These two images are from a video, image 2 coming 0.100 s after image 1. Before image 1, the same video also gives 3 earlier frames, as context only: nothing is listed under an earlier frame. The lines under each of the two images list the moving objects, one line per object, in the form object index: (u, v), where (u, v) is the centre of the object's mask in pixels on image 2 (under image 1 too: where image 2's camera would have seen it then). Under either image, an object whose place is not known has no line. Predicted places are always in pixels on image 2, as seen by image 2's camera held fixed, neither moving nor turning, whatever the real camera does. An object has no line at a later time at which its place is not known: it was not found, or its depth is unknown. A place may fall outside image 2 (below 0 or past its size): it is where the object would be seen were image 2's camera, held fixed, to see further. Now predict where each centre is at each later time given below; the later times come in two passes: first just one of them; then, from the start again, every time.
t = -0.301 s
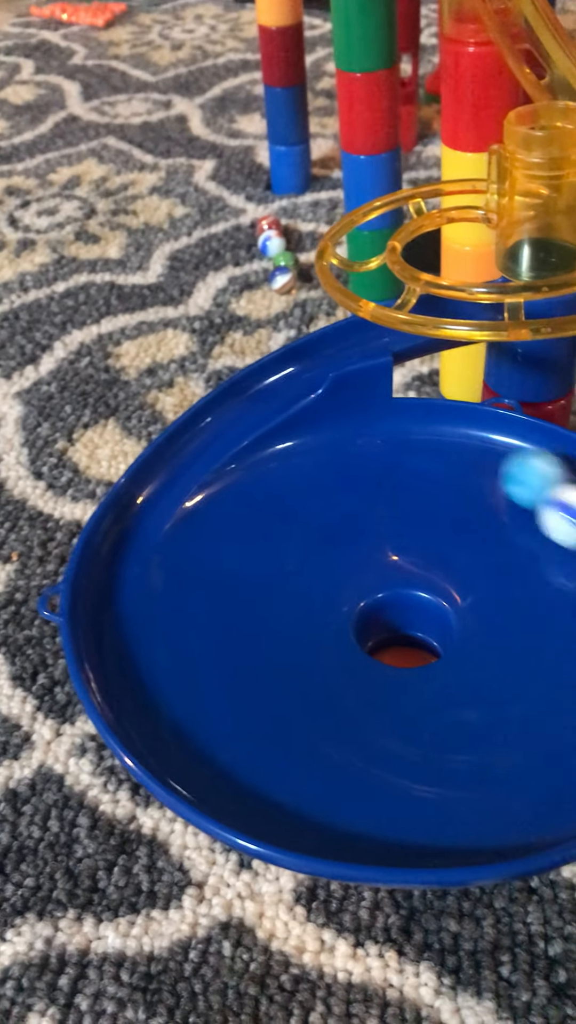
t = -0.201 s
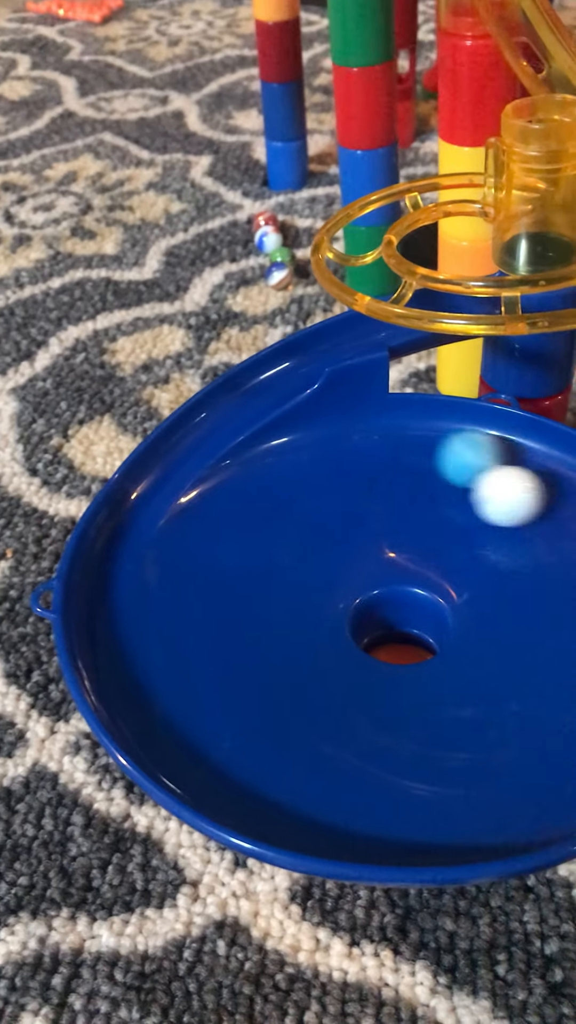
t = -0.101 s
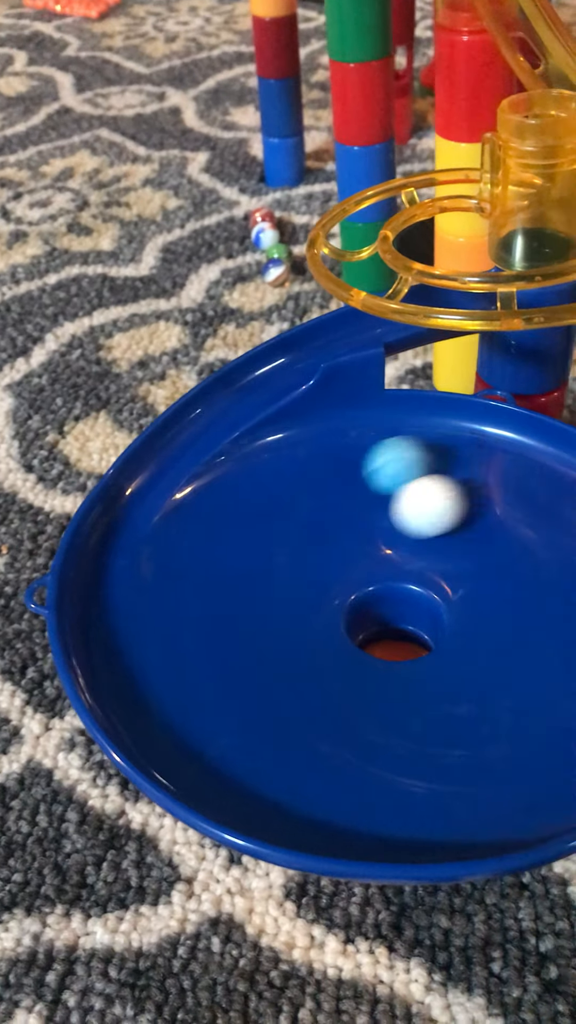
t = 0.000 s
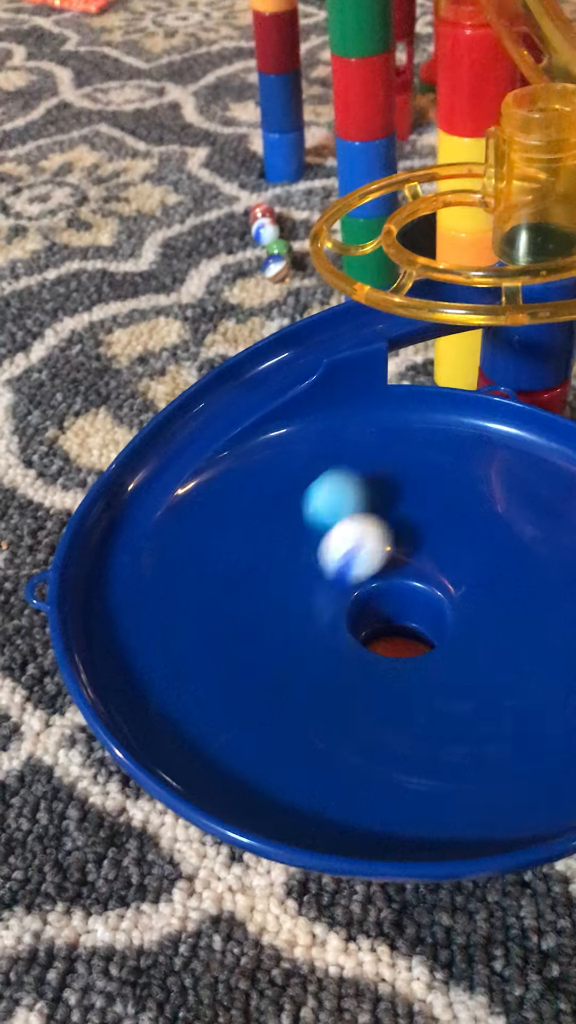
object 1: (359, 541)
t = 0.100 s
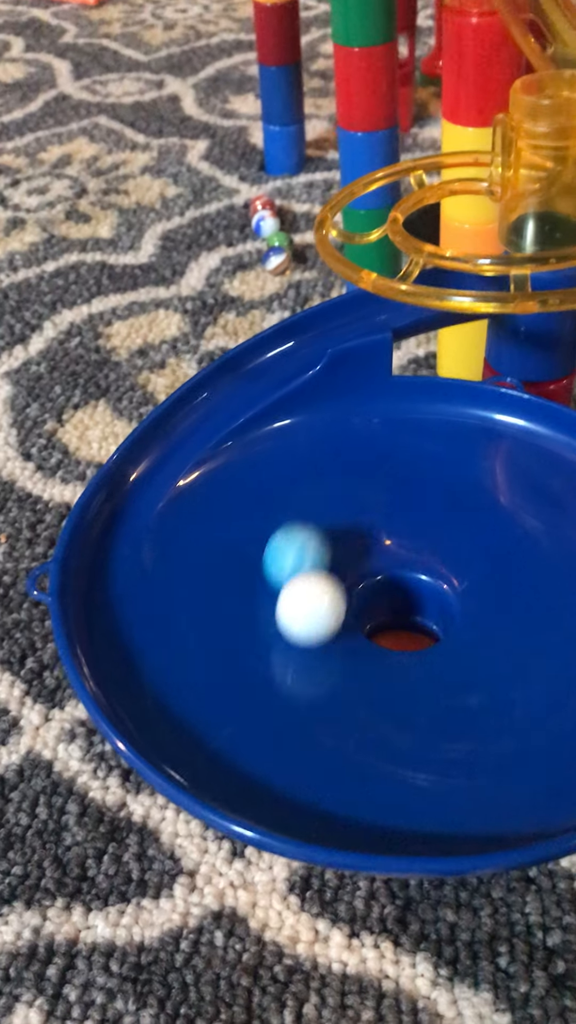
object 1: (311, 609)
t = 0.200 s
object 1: (315, 678)
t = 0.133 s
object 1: (306, 632)
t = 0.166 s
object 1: (308, 656)
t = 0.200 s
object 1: (315, 678)
